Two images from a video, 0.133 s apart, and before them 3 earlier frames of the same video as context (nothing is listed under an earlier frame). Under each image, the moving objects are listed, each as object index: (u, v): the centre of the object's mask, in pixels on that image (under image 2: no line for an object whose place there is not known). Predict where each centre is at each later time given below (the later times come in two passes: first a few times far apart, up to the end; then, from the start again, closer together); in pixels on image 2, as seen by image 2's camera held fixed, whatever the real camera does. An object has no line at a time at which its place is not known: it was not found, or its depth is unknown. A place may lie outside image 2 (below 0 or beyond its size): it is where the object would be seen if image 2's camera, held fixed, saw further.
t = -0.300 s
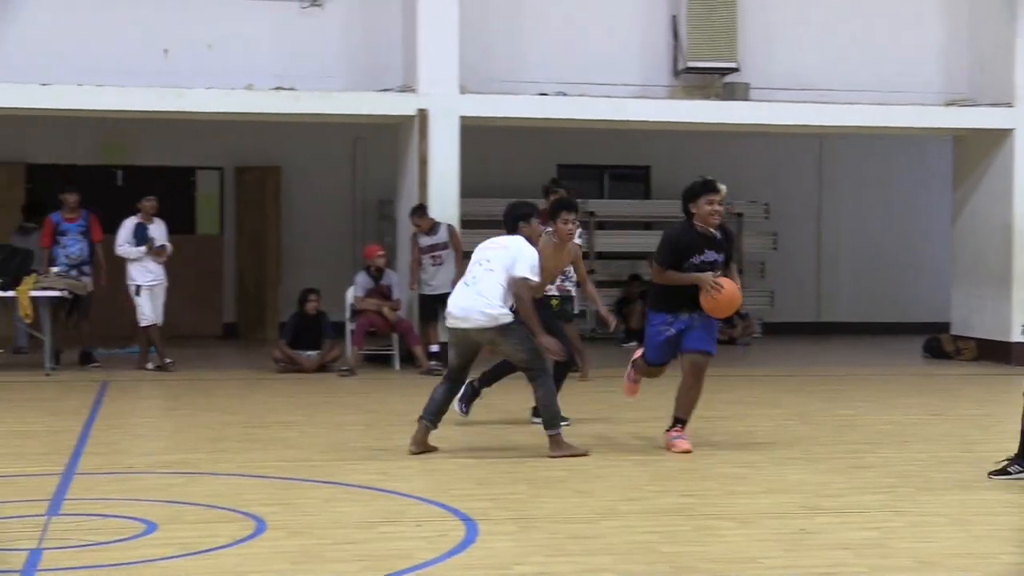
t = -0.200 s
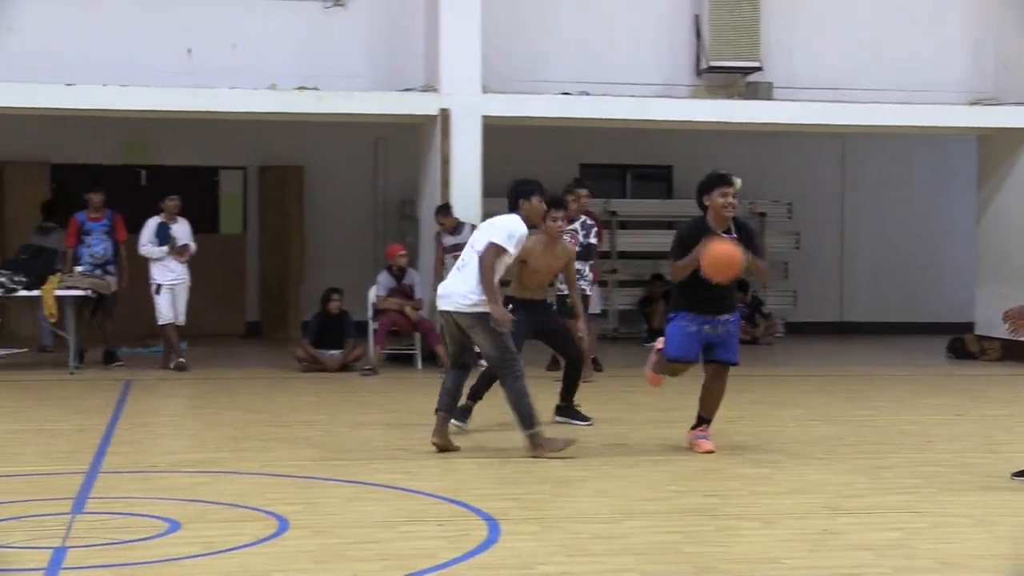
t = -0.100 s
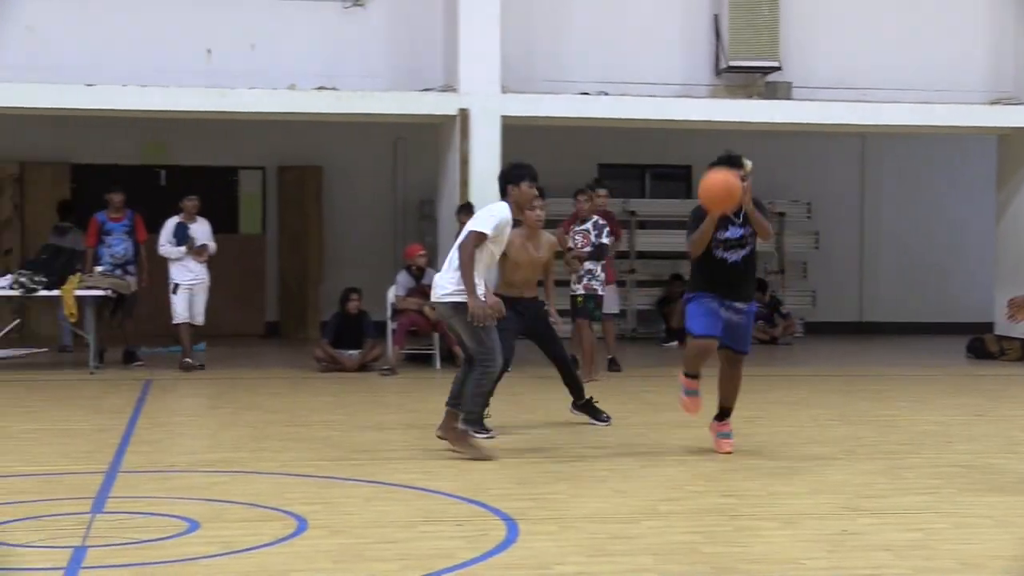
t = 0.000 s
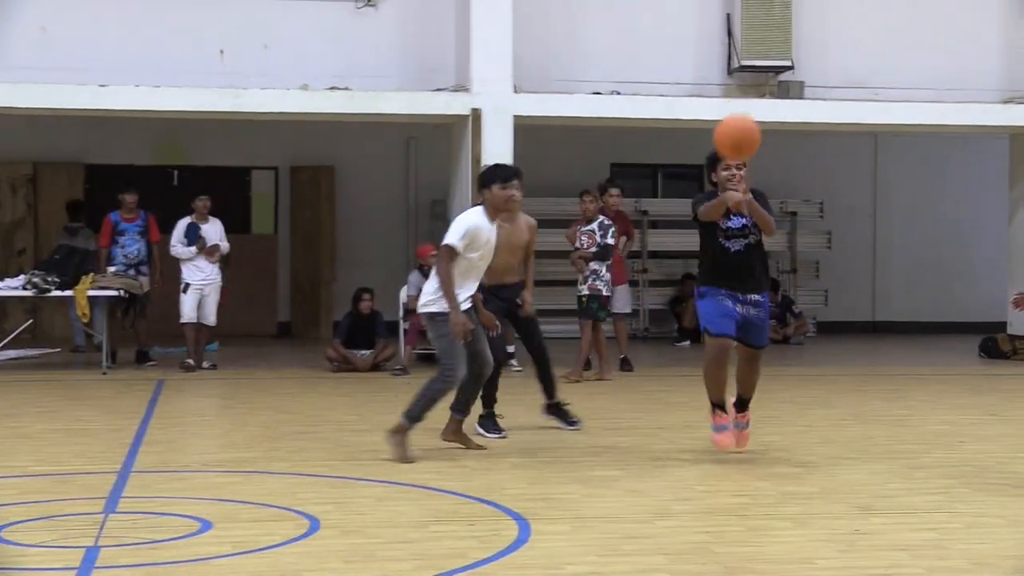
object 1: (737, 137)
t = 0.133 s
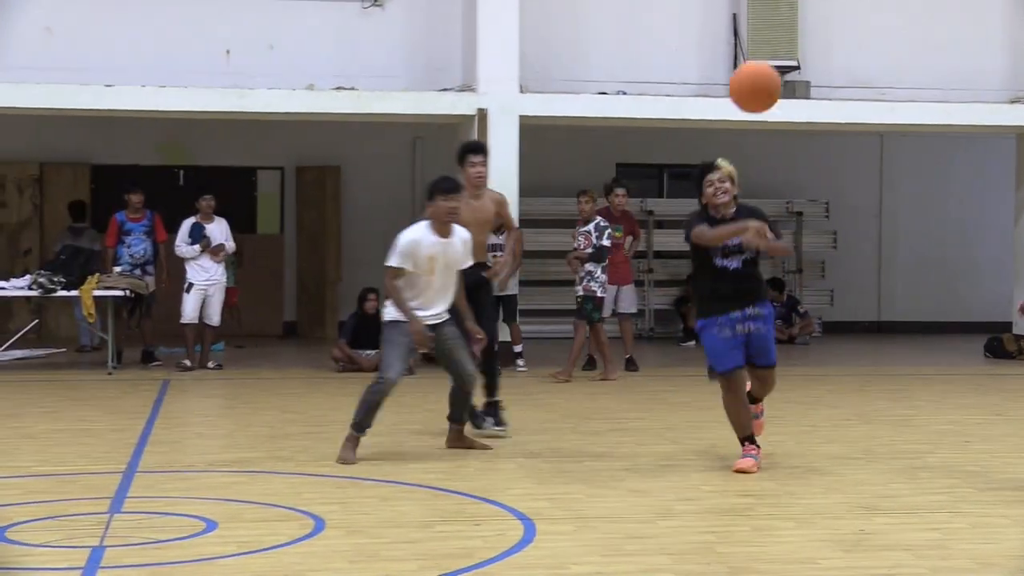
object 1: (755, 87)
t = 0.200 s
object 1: (761, 71)
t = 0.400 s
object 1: (784, 82)
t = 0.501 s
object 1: (798, 135)
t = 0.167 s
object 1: (758, 78)
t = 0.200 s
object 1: (761, 71)
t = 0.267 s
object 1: (767, 65)
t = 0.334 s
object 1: (775, 67)
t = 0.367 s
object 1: (779, 73)
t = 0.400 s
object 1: (784, 82)
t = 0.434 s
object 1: (789, 95)
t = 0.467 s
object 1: (793, 113)
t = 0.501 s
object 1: (798, 135)
